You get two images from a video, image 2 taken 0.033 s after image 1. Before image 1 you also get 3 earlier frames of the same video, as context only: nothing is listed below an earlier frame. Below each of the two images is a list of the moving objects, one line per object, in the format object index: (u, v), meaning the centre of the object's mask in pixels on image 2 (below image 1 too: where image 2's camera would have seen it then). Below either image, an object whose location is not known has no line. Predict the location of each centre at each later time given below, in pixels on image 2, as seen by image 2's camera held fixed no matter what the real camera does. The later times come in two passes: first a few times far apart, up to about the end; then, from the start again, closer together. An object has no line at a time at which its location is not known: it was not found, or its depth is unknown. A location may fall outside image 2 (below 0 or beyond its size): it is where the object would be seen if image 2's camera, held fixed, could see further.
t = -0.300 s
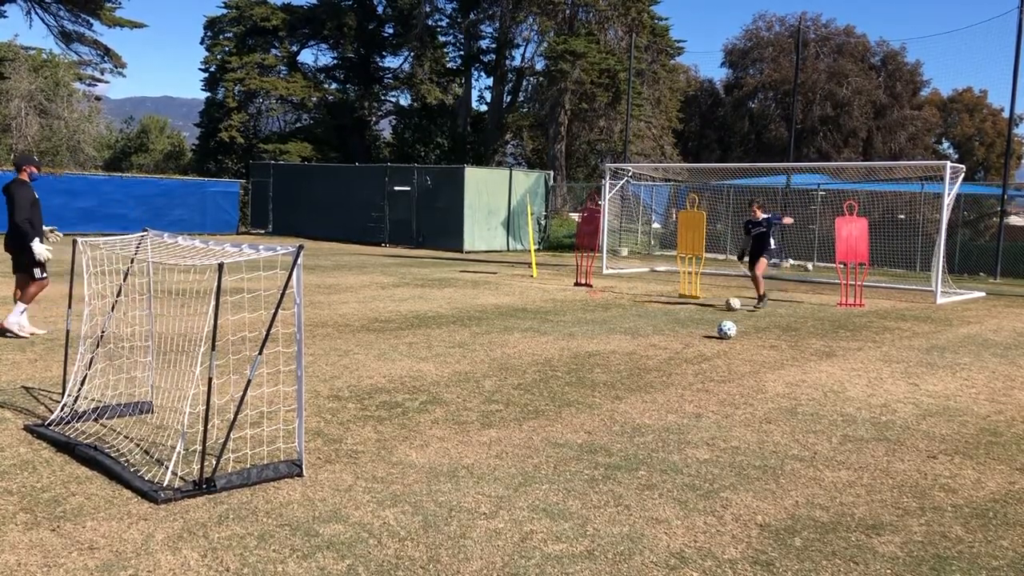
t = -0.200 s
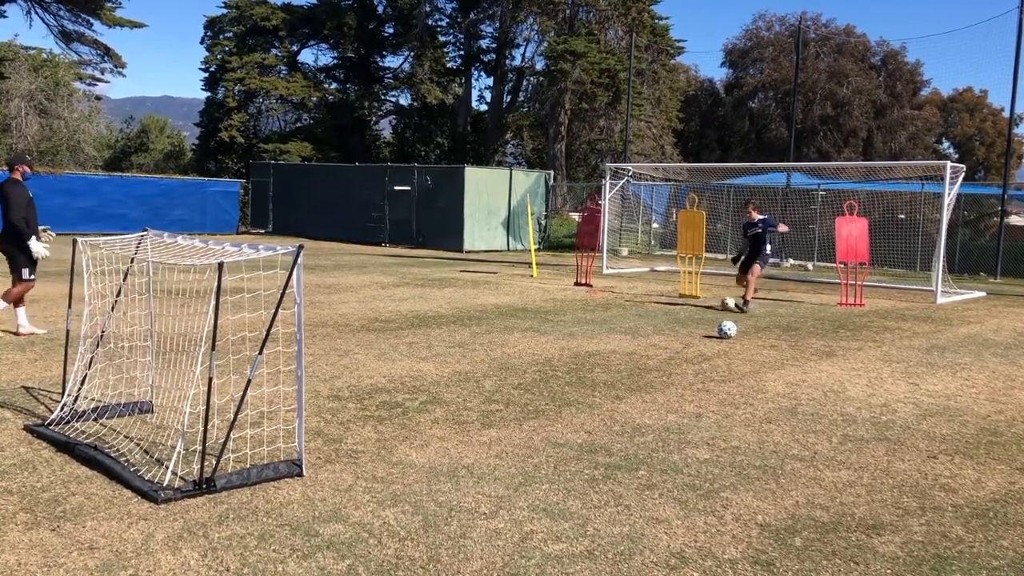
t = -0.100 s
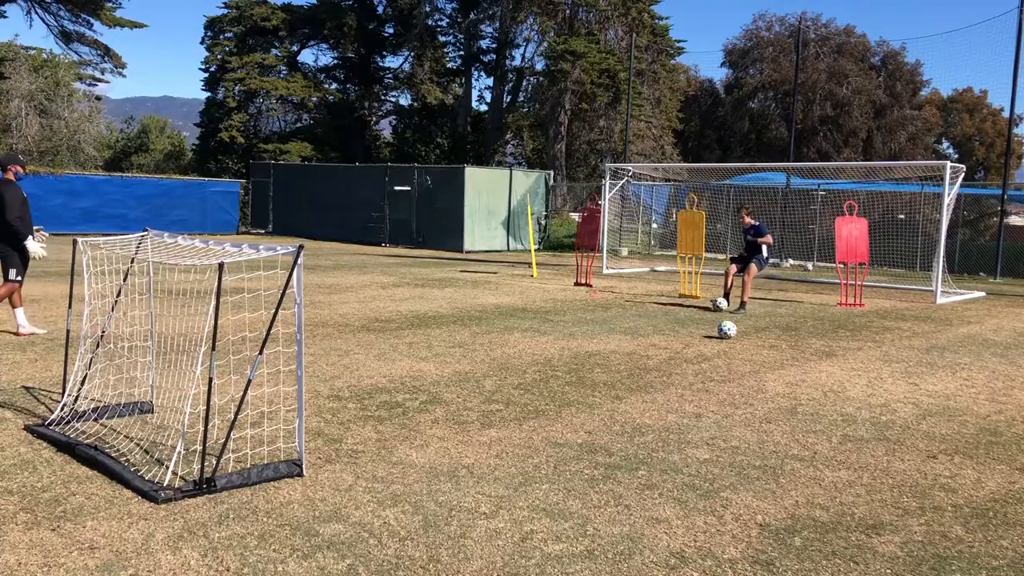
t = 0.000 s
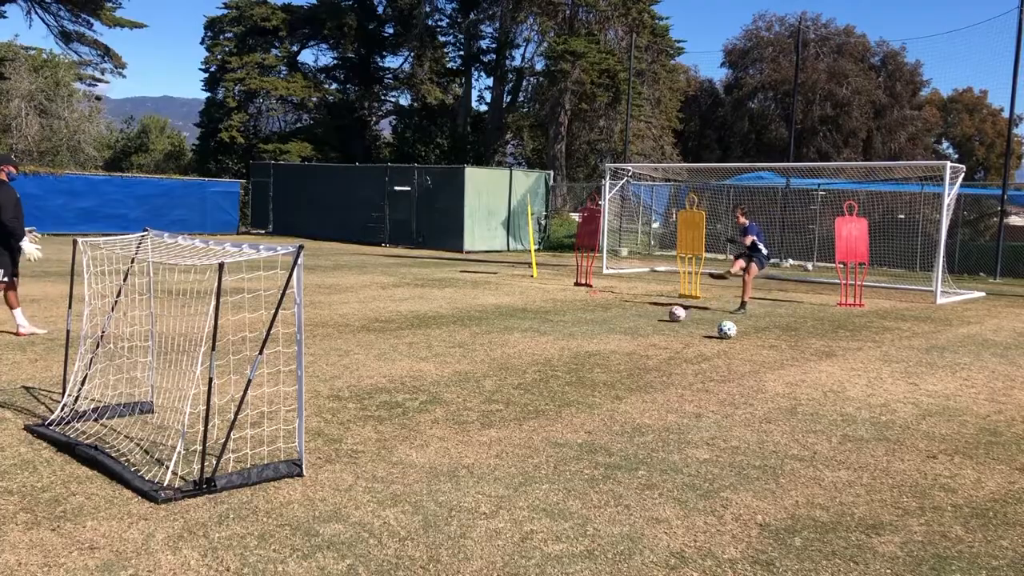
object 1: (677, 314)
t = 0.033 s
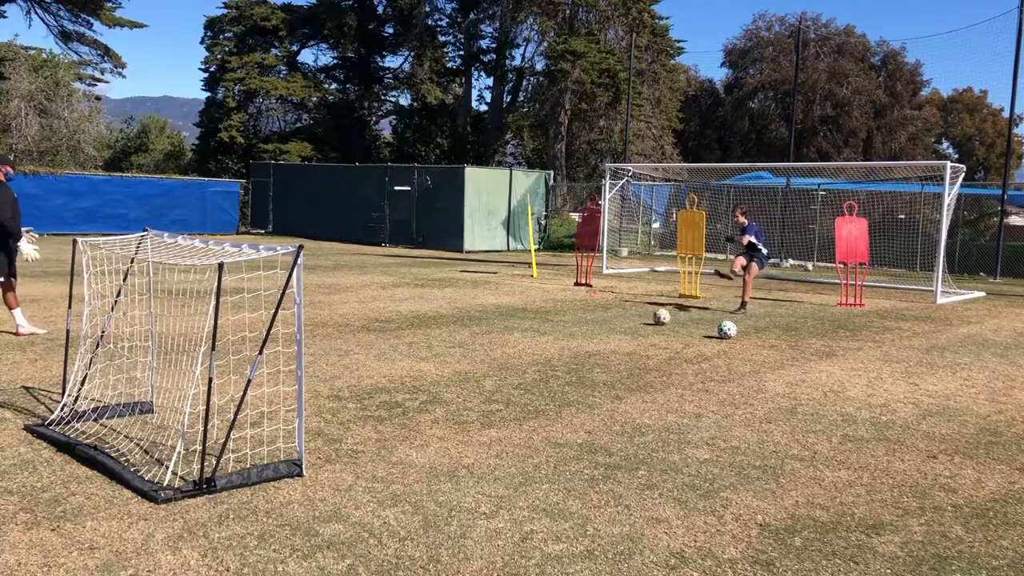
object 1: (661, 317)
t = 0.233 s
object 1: (553, 340)
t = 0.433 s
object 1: (412, 378)
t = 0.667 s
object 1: (171, 444)
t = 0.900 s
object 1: (125, 334)
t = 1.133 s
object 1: (247, 262)
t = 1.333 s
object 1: (319, 289)
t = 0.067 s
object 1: (645, 320)
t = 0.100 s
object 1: (628, 324)
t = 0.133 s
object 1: (610, 330)
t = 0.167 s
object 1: (592, 333)
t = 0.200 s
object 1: (573, 336)
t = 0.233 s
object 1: (553, 340)
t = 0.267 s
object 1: (532, 347)
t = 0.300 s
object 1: (510, 355)
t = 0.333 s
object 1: (487, 360)
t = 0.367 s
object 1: (464, 365)
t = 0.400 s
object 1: (438, 370)
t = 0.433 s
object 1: (412, 378)
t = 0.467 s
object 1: (382, 389)
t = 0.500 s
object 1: (353, 396)
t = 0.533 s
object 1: (322, 404)
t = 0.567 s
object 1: (285, 414)
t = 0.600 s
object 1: (252, 426)
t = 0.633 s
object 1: (209, 437)
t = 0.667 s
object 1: (171, 444)
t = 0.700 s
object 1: (130, 451)
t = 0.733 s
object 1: (98, 442)
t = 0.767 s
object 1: (78, 425)
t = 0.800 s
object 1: (80, 403)
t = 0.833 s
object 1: (90, 380)
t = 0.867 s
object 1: (106, 355)
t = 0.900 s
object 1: (125, 334)
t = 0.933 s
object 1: (143, 314)
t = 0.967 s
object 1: (162, 298)
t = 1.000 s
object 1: (182, 285)
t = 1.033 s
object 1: (200, 276)
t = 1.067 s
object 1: (218, 267)
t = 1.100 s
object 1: (236, 263)
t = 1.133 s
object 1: (247, 262)
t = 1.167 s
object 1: (262, 264)
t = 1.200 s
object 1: (273, 265)
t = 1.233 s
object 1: (279, 267)
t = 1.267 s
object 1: (300, 270)
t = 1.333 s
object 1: (319, 289)
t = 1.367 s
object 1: (329, 299)
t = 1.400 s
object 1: (339, 309)
